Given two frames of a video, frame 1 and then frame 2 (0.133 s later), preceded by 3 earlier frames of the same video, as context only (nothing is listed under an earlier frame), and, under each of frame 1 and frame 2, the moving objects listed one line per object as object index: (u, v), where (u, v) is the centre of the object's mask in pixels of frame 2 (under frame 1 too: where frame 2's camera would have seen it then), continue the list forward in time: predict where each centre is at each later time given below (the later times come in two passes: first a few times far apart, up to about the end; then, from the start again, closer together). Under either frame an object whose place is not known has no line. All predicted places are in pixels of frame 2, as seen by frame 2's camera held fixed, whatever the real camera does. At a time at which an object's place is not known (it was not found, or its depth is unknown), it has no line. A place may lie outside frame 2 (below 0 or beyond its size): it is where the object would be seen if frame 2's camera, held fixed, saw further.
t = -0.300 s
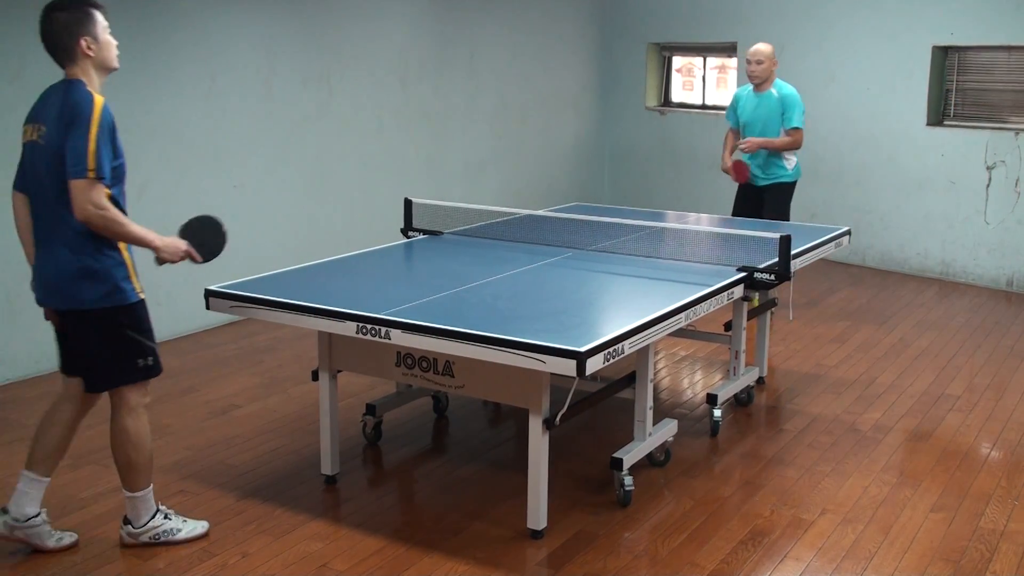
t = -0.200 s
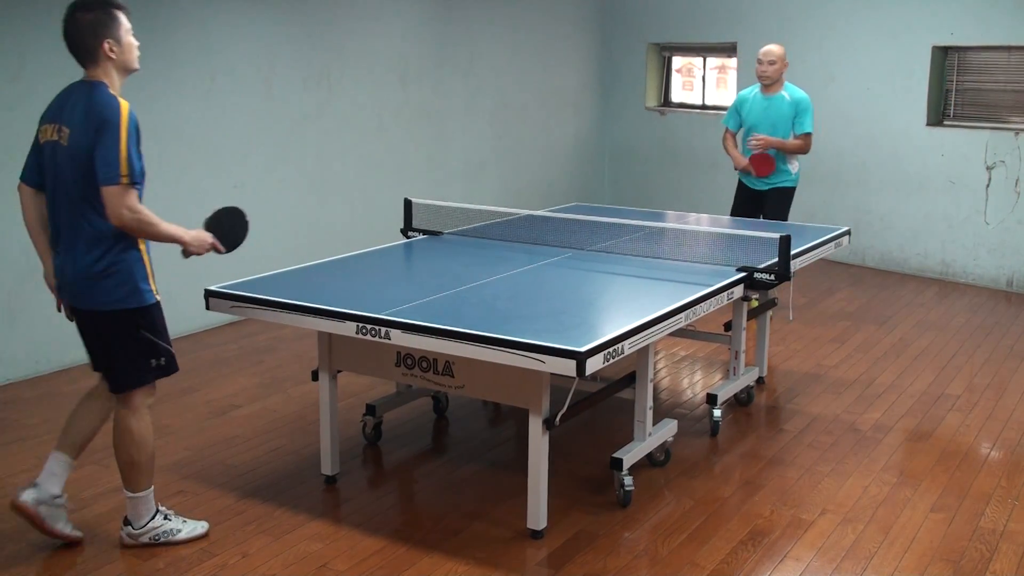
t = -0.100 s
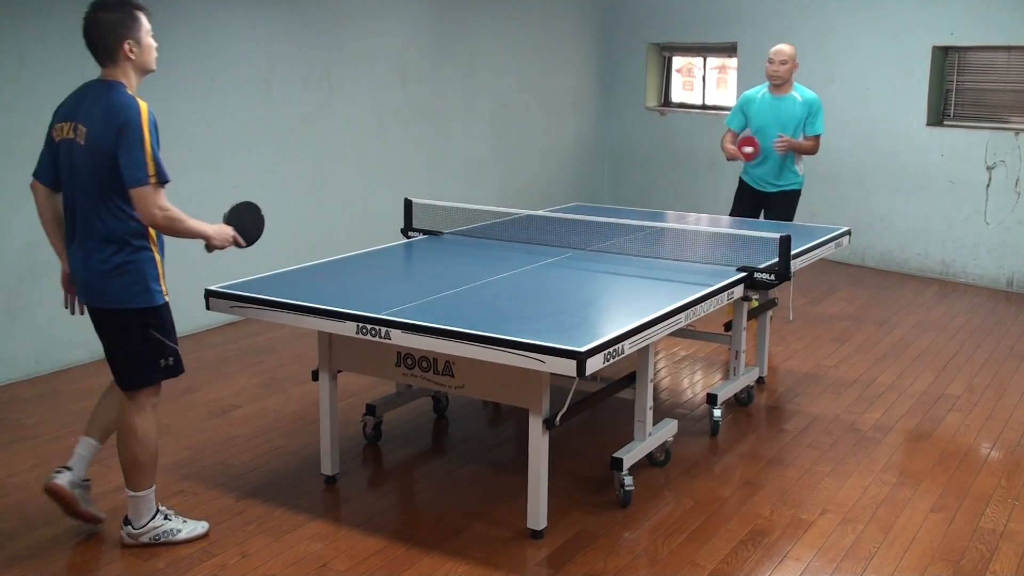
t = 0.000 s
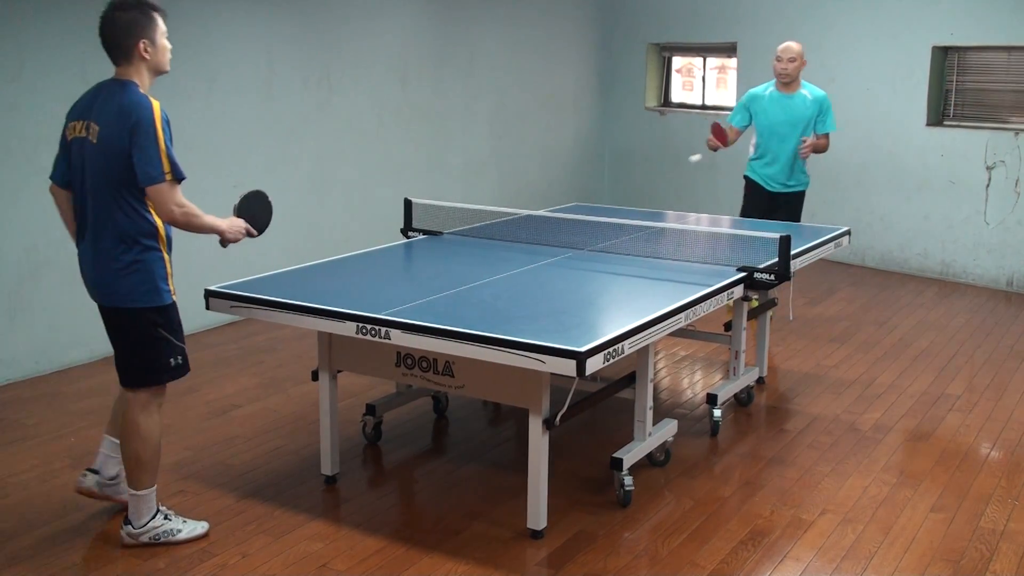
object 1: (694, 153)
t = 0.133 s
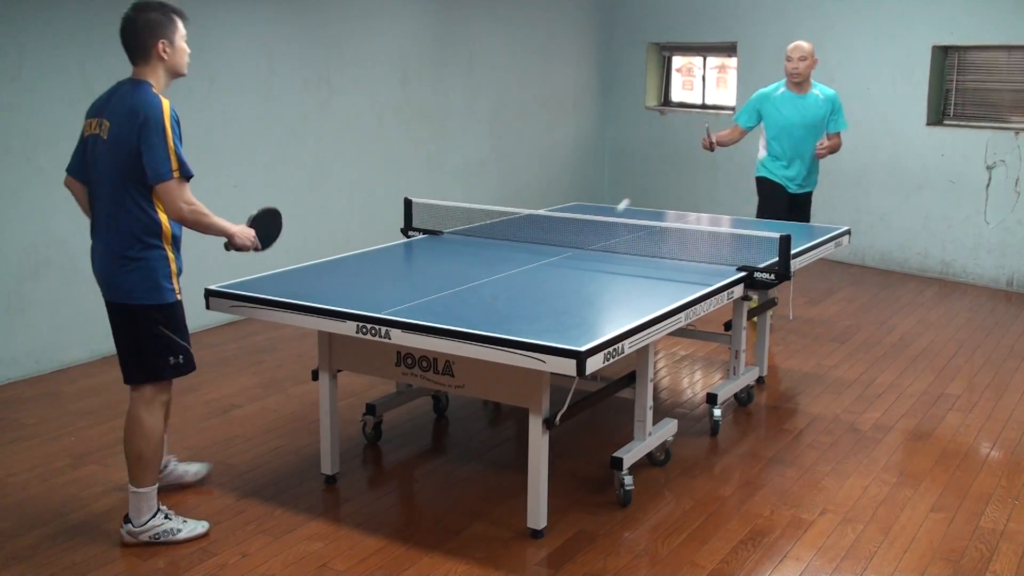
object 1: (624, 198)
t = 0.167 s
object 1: (605, 208)
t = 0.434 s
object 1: (486, 183)
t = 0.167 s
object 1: (605, 208)
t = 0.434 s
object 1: (486, 183)
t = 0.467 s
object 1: (469, 191)
